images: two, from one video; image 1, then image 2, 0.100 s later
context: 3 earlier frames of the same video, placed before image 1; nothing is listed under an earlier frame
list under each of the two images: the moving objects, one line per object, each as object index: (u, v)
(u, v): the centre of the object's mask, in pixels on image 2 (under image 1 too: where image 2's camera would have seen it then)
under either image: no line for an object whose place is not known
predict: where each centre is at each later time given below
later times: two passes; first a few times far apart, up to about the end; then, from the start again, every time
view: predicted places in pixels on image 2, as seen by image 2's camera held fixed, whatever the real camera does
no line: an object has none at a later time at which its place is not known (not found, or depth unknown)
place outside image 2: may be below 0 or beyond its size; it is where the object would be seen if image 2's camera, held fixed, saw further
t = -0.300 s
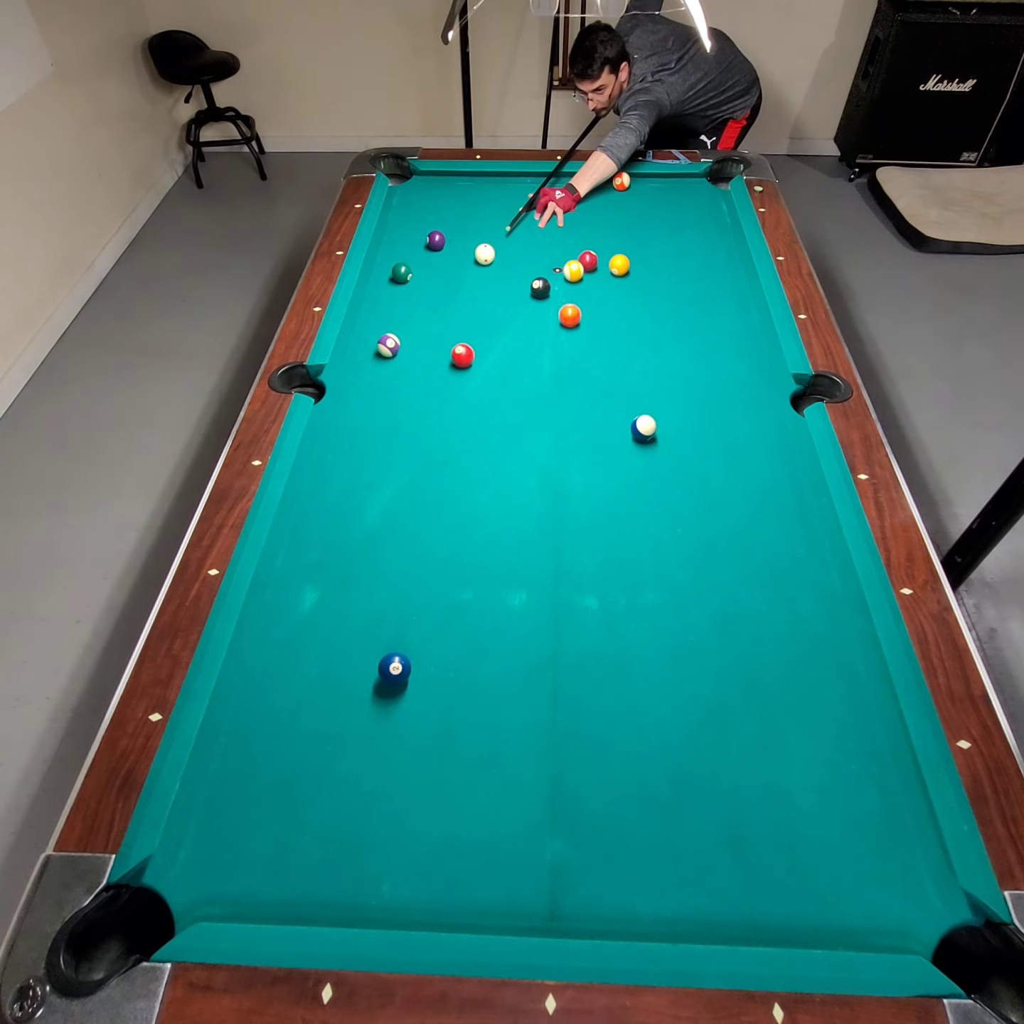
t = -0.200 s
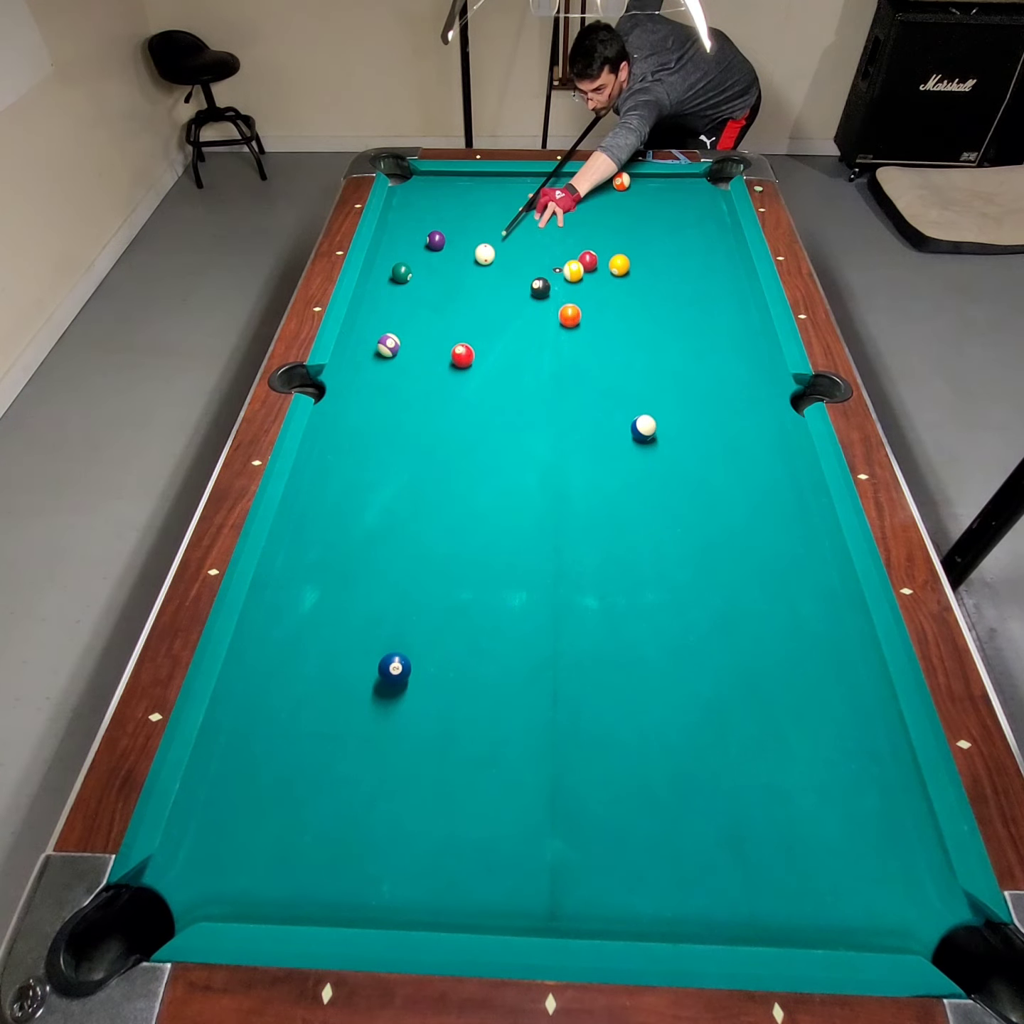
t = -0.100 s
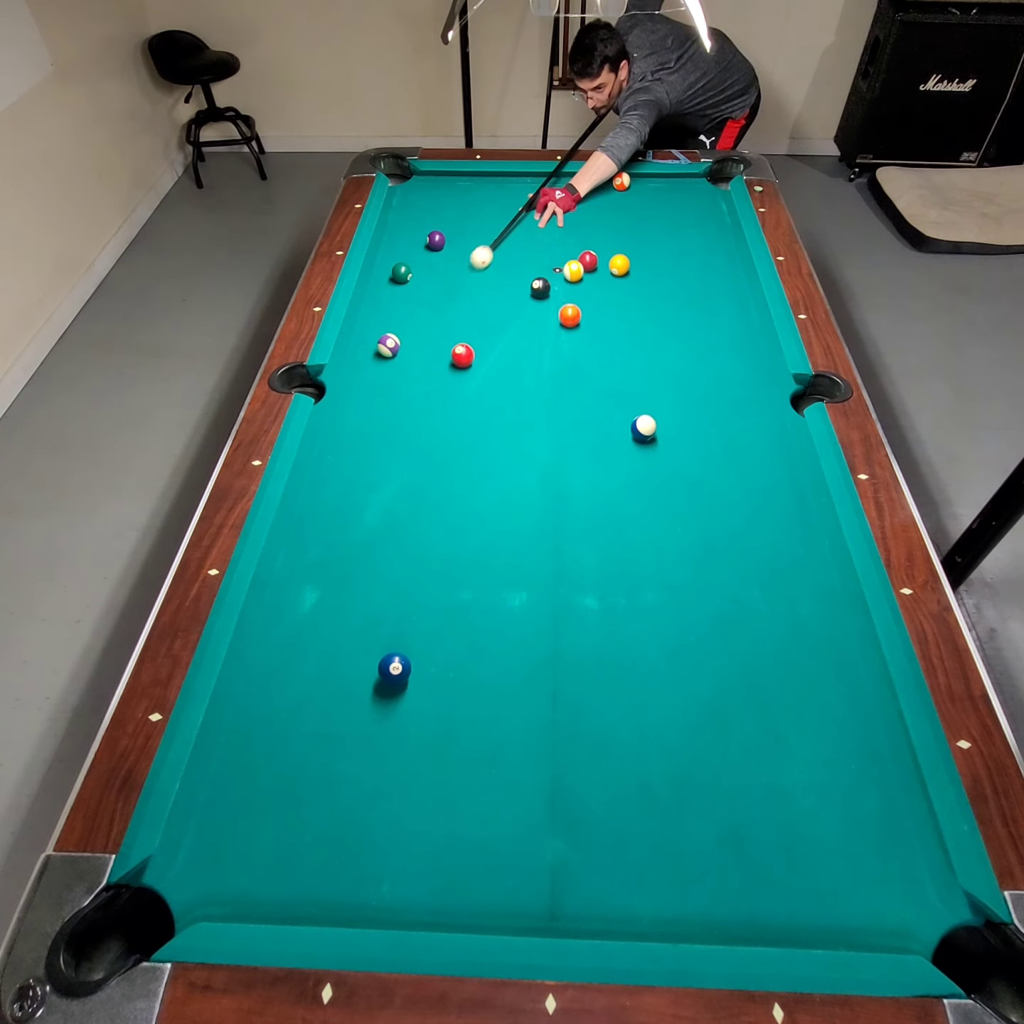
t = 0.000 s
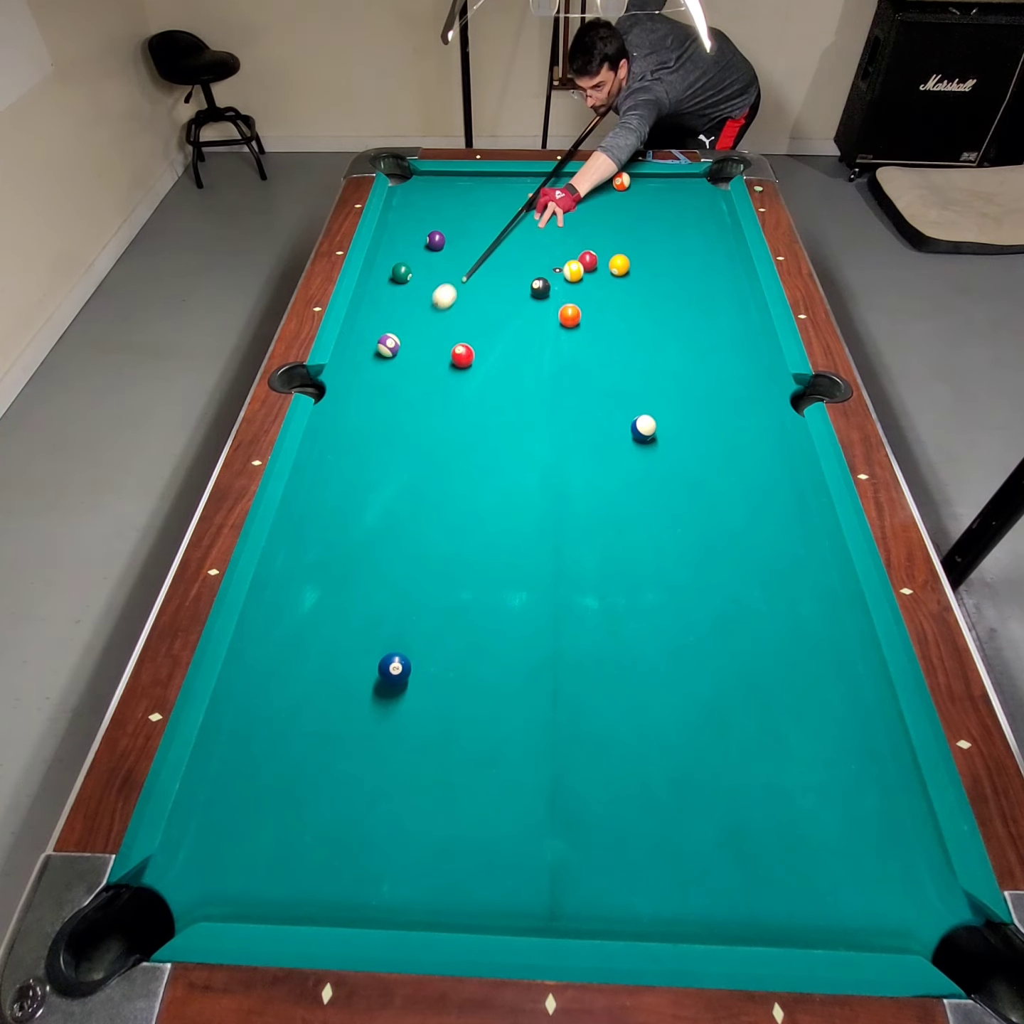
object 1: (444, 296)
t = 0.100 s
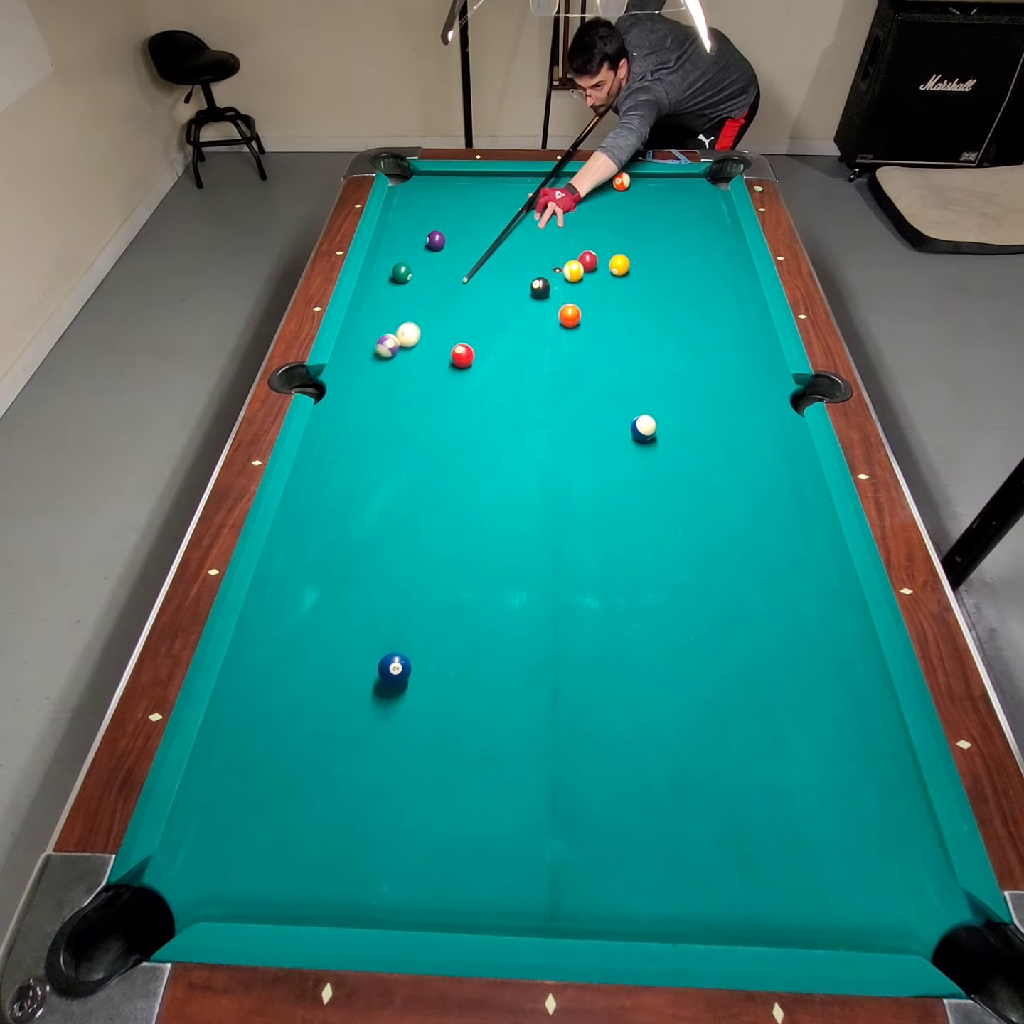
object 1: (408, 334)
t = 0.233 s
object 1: (417, 349)
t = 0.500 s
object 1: (432, 378)
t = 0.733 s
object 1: (446, 403)
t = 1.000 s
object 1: (462, 431)
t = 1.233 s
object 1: (475, 457)
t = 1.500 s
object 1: (490, 485)
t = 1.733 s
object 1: (503, 510)
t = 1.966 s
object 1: (515, 533)
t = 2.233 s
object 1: (529, 558)
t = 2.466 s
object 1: (540, 579)
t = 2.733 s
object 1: (551, 599)
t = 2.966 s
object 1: (560, 615)
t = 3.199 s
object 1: (567, 628)
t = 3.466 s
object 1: (574, 640)
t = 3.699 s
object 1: (578, 647)
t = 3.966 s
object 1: (581, 650)
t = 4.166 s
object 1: (580, 650)
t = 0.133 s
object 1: (410, 339)
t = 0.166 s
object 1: (413, 343)
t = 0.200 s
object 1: (415, 346)
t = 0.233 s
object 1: (417, 349)
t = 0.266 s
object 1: (419, 353)
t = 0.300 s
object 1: (421, 356)
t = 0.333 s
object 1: (422, 360)
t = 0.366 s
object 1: (424, 363)
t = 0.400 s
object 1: (426, 367)
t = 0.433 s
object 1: (428, 370)
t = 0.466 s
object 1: (430, 374)
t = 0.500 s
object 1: (432, 378)
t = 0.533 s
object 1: (434, 381)
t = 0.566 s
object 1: (436, 385)
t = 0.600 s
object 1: (438, 388)
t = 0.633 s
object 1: (440, 392)
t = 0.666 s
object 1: (442, 395)
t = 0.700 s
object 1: (444, 399)
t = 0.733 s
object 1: (446, 403)
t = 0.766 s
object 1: (448, 406)
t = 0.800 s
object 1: (450, 410)
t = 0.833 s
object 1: (452, 413)
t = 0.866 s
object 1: (454, 417)
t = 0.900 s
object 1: (456, 420)
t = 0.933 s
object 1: (458, 424)
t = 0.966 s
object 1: (460, 428)
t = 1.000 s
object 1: (462, 431)
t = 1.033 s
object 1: (464, 435)
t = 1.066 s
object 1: (466, 439)
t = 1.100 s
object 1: (467, 442)
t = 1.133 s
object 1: (470, 446)
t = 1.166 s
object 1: (471, 450)
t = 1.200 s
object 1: (473, 453)
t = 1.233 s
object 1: (475, 457)
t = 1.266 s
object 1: (477, 460)
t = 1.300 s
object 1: (479, 464)
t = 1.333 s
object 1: (481, 467)
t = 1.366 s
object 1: (483, 471)
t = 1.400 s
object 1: (484, 475)
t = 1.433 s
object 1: (486, 478)
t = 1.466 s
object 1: (488, 482)
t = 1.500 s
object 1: (490, 485)
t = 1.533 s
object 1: (492, 489)
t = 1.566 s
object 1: (494, 492)
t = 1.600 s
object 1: (496, 496)
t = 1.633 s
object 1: (497, 499)
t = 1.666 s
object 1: (499, 503)
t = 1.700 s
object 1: (501, 506)
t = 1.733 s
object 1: (503, 510)
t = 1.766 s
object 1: (504, 513)
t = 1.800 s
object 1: (506, 517)
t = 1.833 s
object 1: (508, 520)
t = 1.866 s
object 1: (510, 523)
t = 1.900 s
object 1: (511, 526)
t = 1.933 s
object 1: (513, 530)
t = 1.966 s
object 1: (515, 533)
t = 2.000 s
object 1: (517, 536)
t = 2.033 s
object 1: (519, 540)
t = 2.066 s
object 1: (520, 543)
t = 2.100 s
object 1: (522, 546)
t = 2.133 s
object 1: (524, 549)
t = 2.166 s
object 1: (526, 552)
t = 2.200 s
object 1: (527, 555)
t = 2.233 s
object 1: (529, 558)
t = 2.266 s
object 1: (531, 561)
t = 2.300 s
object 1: (532, 564)
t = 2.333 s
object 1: (534, 567)
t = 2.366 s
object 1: (536, 570)
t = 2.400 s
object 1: (537, 573)
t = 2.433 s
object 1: (539, 576)
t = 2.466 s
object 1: (540, 579)
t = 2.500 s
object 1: (542, 581)
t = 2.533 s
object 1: (543, 584)
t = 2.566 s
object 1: (544, 587)
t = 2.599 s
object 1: (546, 589)
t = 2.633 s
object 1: (547, 592)
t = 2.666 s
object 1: (549, 594)
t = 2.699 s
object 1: (550, 597)
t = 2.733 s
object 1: (551, 599)
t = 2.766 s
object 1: (553, 602)
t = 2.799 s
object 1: (554, 604)
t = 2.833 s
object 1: (555, 607)
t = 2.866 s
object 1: (556, 609)
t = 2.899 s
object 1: (558, 611)
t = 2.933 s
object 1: (559, 613)
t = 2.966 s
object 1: (560, 615)
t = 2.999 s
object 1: (561, 617)
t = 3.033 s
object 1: (562, 619)
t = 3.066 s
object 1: (563, 621)
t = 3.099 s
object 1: (564, 623)
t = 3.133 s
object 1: (565, 625)
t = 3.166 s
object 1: (566, 627)
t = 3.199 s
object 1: (567, 628)
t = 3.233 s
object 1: (568, 630)
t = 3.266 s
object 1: (569, 632)
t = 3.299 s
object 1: (570, 633)
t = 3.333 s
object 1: (571, 634)
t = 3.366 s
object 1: (572, 636)
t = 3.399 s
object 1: (572, 637)
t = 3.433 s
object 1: (573, 638)
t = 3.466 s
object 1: (574, 640)
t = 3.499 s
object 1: (574, 641)
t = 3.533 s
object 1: (575, 642)
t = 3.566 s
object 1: (576, 643)
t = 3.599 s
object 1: (576, 644)
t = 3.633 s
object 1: (577, 645)
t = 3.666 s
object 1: (577, 646)
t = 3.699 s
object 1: (578, 647)
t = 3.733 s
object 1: (578, 647)
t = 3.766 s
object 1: (579, 648)
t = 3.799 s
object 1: (580, 648)
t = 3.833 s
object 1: (580, 649)
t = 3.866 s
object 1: (580, 649)
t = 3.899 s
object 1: (580, 650)
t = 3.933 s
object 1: (581, 650)
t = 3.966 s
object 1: (581, 650)
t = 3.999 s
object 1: (581, 650)
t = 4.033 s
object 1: (581, 651)
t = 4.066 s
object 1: (581, 651)
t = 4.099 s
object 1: (581, 651)
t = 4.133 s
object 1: (581, 650)
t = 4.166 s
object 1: (580, 650)
